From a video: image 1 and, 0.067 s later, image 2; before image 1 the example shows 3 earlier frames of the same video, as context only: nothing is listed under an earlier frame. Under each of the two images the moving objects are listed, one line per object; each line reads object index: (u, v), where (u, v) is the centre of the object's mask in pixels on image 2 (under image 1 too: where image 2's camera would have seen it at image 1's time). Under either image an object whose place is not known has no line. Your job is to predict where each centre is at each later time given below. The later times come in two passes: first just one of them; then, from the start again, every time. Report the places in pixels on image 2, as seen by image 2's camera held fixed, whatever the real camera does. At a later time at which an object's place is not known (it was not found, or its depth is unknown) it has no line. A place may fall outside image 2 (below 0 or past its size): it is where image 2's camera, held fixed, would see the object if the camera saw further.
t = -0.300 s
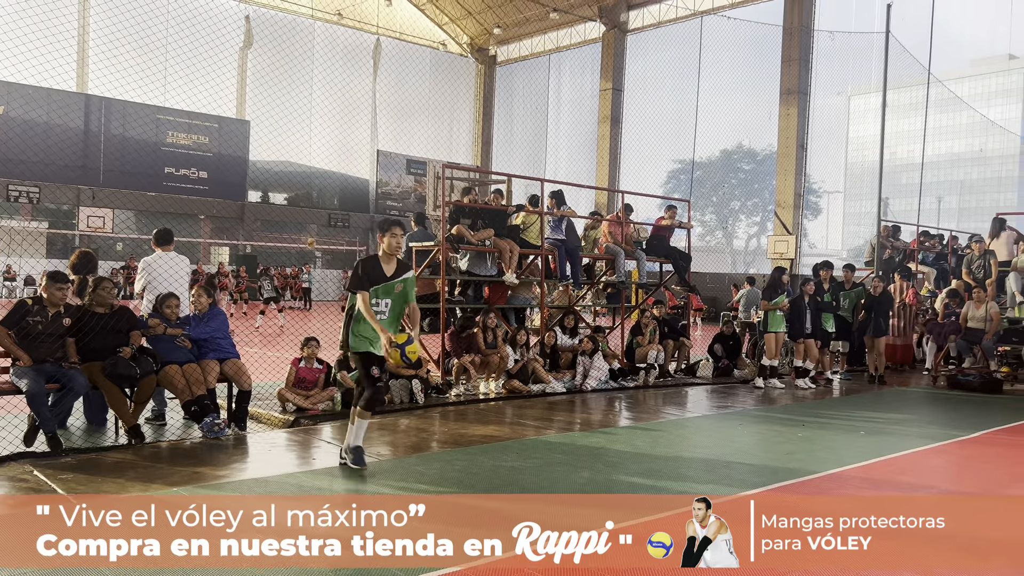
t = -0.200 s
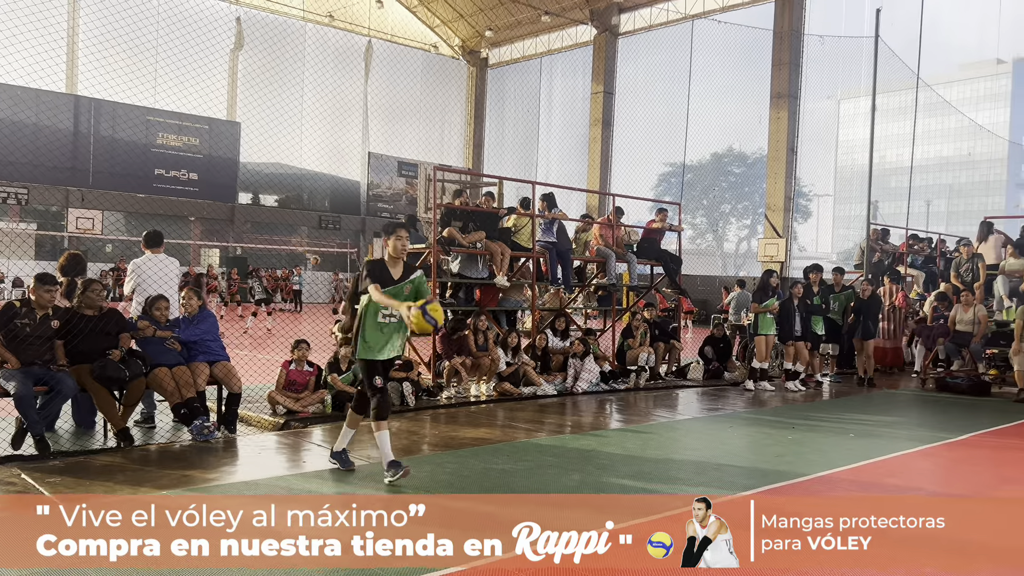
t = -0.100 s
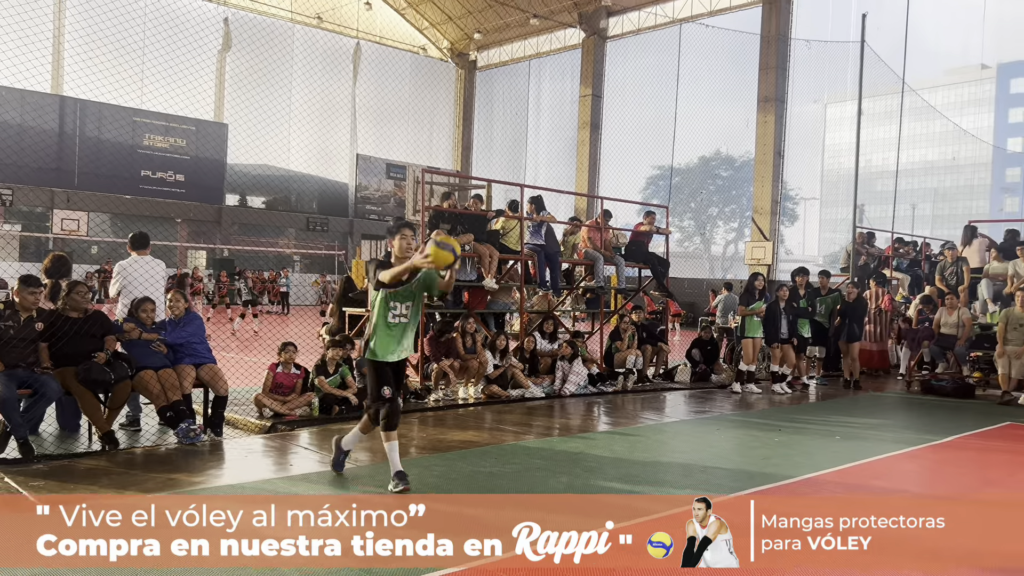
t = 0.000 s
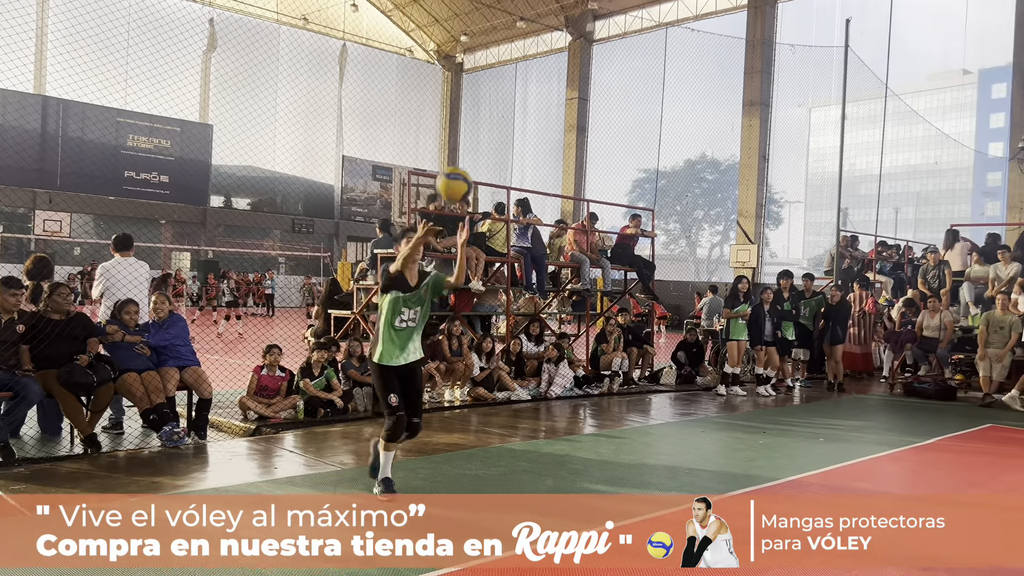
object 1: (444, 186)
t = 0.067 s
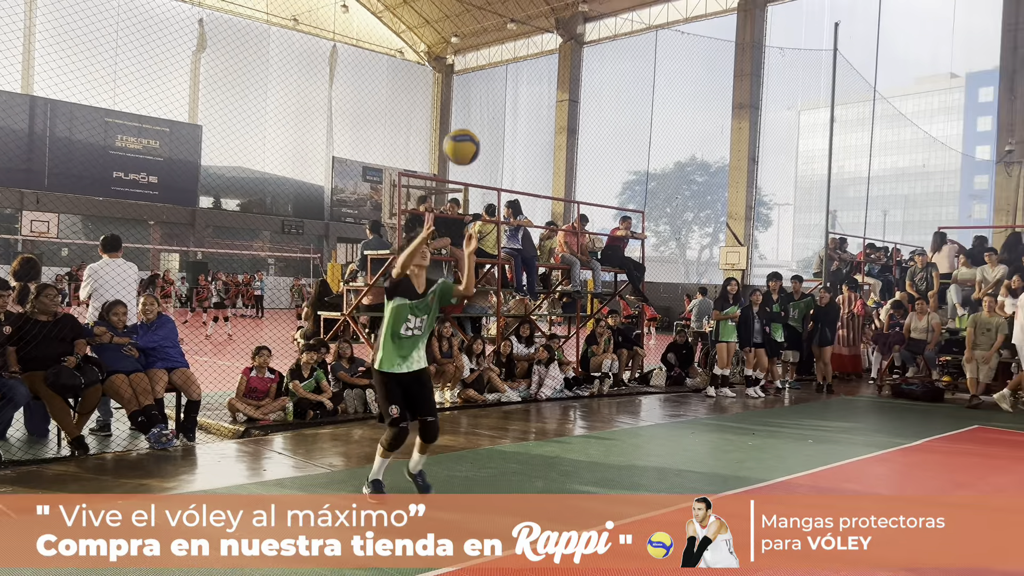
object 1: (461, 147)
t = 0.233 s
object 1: (505, 79)
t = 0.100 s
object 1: (470, 130)
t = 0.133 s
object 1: (479, 115)
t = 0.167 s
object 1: (488, 101)
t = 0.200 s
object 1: (496, 89)
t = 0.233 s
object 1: (505, 79)
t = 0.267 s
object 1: (513, 71)
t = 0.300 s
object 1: (523, 64)
